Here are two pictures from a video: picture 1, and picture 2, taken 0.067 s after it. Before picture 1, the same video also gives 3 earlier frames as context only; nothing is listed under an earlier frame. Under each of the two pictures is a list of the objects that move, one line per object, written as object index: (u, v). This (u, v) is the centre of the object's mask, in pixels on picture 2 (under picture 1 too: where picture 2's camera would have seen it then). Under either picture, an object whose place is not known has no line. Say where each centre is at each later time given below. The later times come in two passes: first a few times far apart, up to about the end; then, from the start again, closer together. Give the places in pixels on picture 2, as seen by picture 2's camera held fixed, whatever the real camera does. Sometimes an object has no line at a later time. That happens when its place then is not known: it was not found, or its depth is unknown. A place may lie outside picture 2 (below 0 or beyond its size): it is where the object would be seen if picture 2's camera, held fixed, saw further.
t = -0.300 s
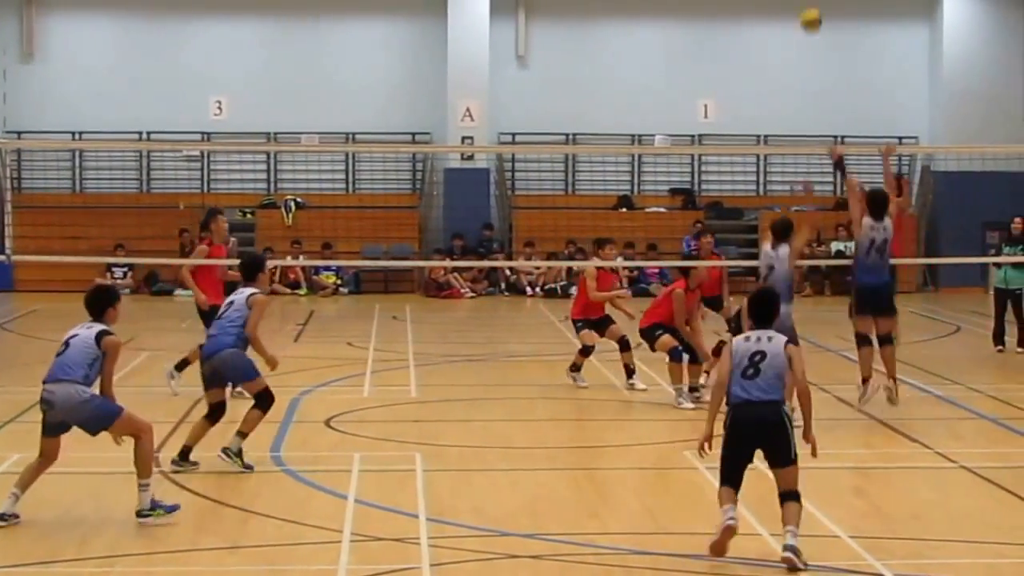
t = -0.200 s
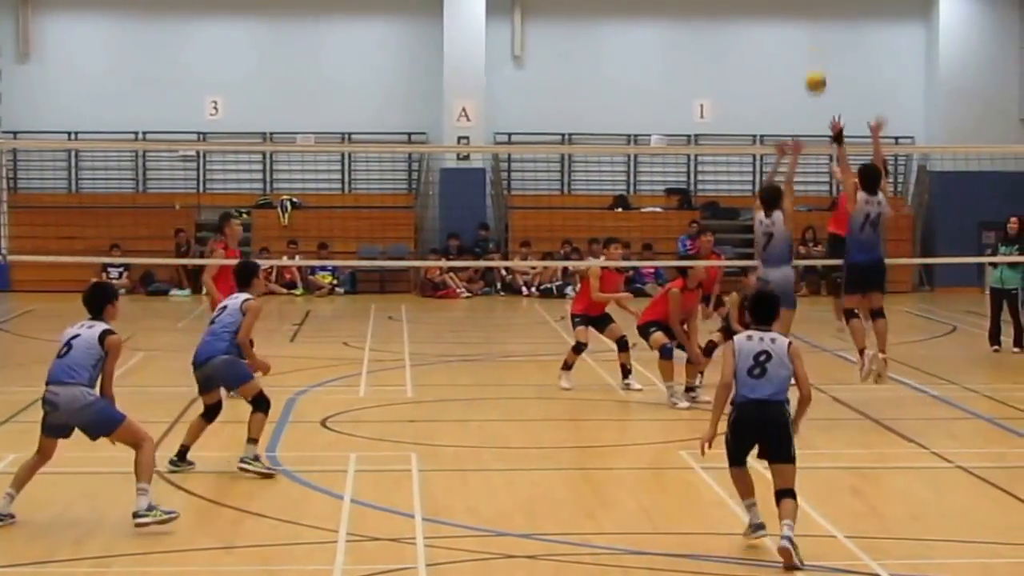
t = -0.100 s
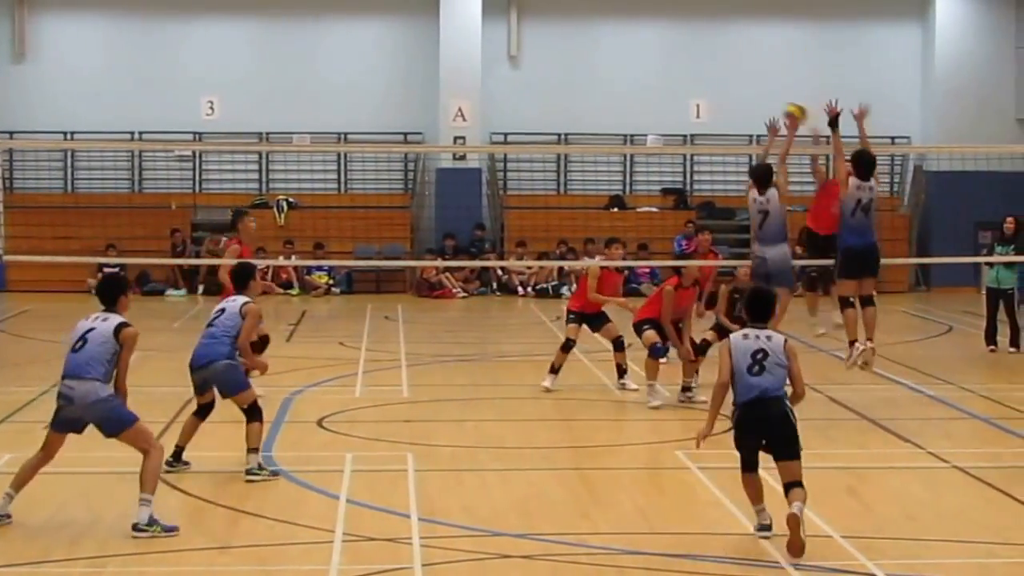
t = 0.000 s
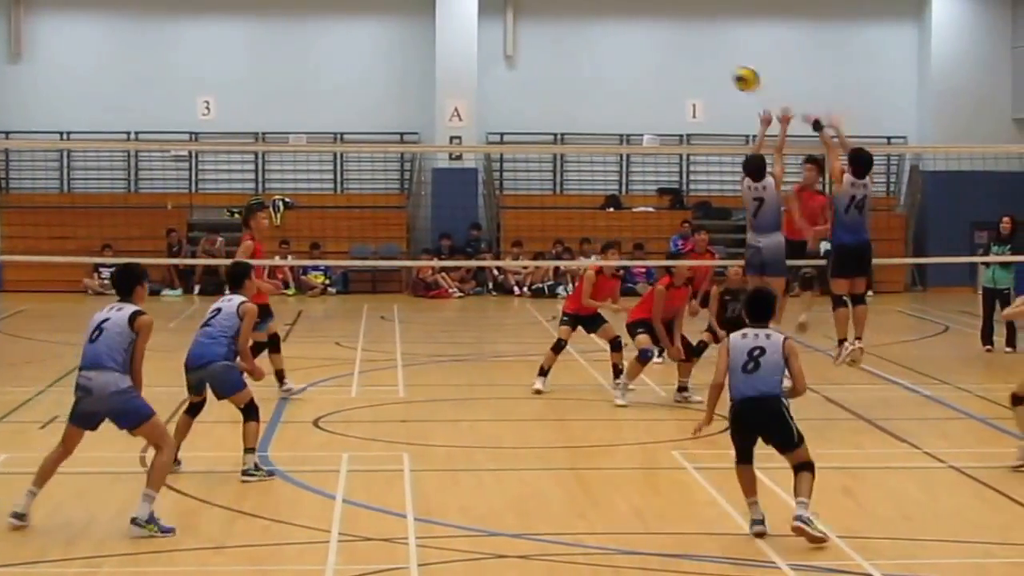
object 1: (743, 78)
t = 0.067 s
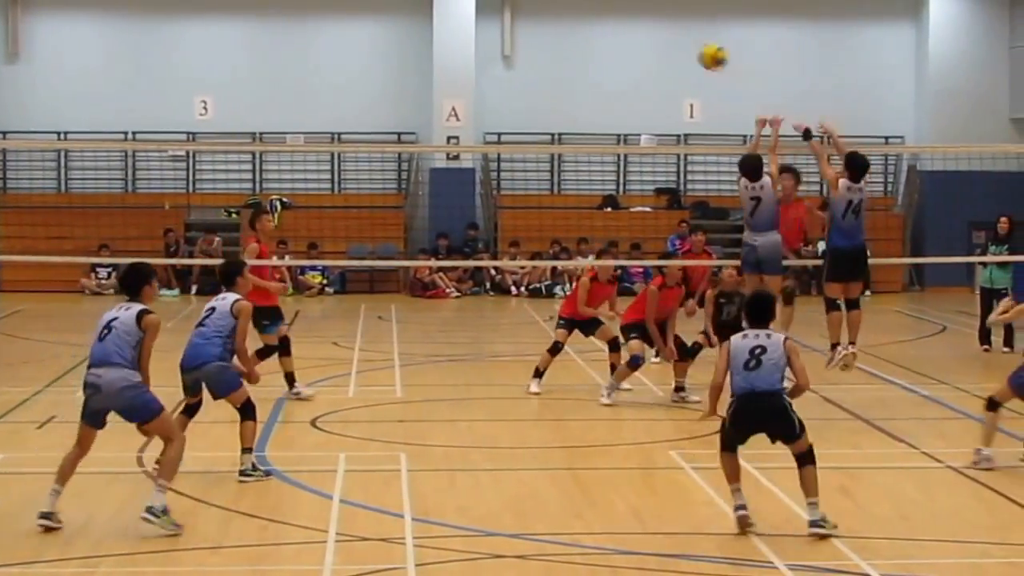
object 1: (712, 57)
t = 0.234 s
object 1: (622, 32)
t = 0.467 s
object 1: (449, 111)
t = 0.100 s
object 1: (695, 49)
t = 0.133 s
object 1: (677, 41)
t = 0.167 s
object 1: (659, 36)
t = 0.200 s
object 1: (642, 34)
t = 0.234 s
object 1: (622, 32)
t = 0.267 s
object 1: (600, 35)
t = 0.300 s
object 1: (576, 38)
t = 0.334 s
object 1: (557, 46)
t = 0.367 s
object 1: (531, 57)
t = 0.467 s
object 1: (449, 111)
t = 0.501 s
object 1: (418, 137)
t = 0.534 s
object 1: (386, 172)
